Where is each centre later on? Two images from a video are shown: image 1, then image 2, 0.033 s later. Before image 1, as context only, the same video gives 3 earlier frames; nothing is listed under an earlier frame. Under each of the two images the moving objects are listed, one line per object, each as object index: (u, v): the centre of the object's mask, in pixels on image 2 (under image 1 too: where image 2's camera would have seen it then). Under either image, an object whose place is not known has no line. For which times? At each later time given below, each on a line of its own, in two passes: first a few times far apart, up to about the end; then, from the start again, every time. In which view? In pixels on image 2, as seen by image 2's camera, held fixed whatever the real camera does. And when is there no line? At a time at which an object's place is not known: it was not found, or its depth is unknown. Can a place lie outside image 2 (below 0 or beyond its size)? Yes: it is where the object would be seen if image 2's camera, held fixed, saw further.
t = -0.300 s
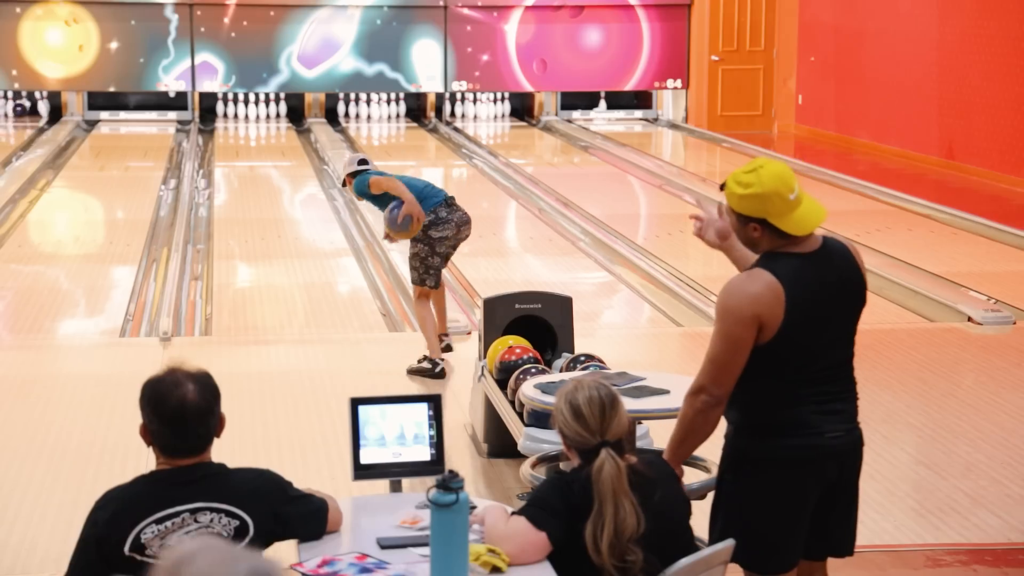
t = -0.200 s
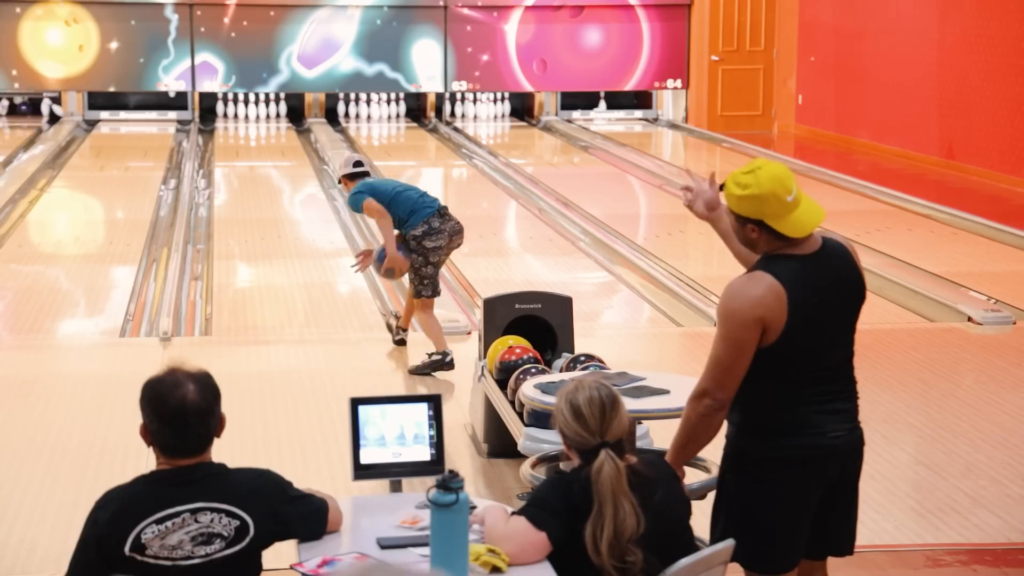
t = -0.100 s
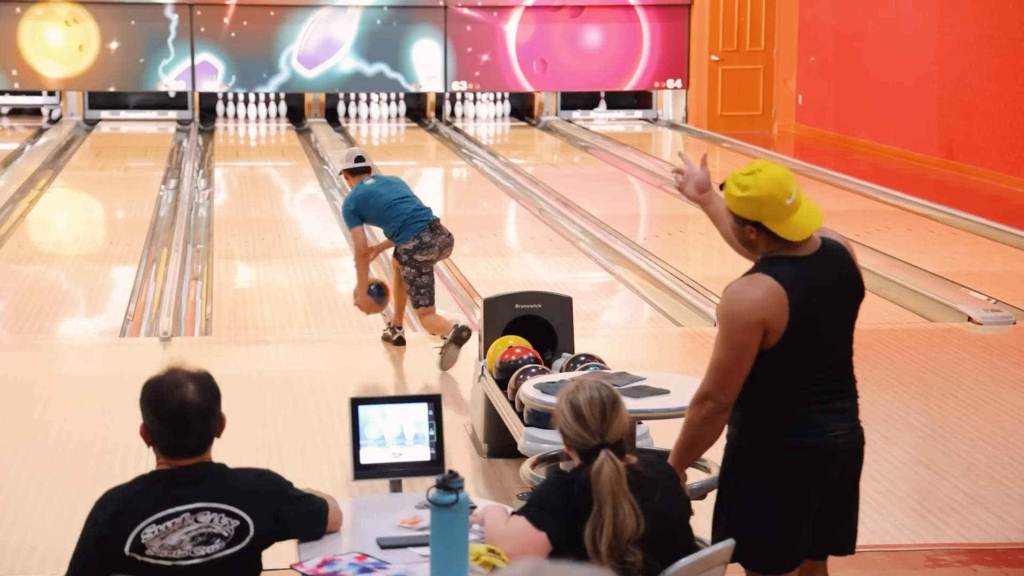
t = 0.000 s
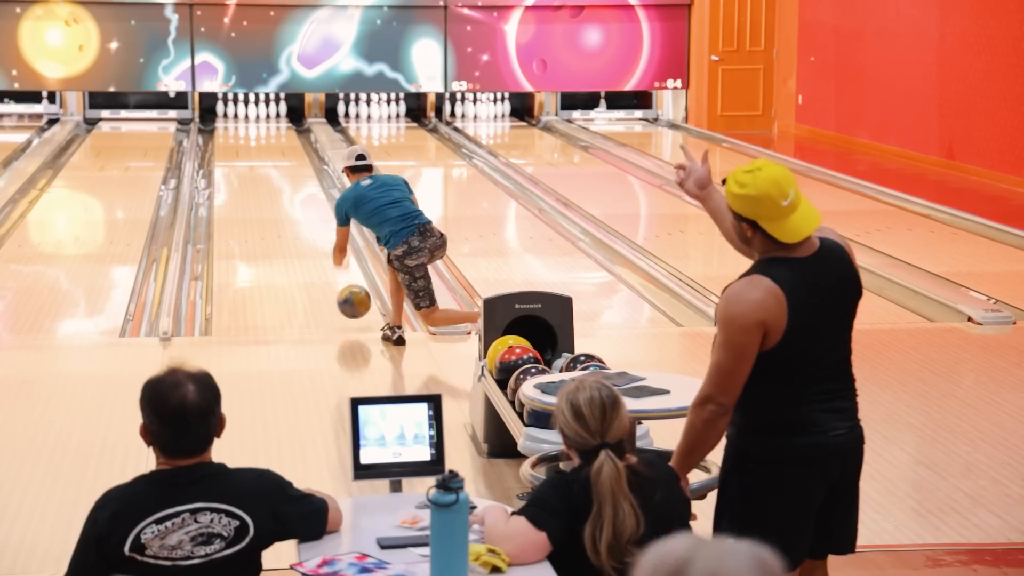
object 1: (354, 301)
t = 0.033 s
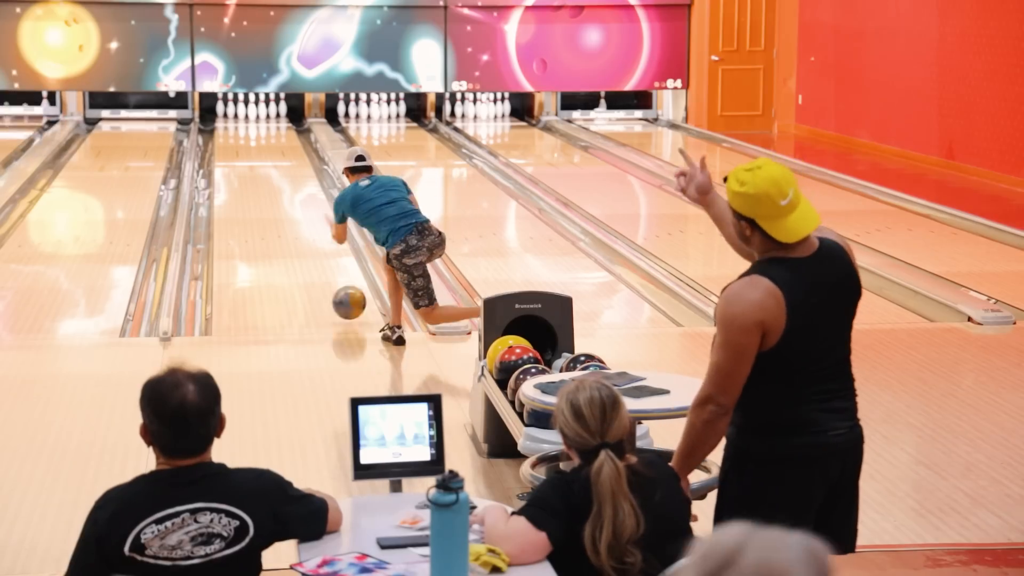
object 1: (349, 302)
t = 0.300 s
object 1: (316, 267)
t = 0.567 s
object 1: (291, 236)
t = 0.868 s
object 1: (271, 208)
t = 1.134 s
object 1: (257, 188)
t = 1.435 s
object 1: (244, 169)
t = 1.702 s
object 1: (235, 154)
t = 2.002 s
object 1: (230, 143)
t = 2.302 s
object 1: (230, 131)
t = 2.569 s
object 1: (238, 122)
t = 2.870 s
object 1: (250, 114)
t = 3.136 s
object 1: (260, 110)
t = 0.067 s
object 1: (344, 300)
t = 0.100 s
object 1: (340, 293)
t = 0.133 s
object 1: (336, 288)
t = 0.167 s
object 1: (332, 284)
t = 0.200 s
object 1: (327, 280)
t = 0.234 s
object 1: (323, 275)
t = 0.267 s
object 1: (320, 271)
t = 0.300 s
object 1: (316, 267)
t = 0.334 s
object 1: (313, 262)
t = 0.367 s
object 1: (310, 258)
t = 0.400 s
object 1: (306, 254)
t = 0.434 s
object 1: (303, 250)
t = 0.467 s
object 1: (300, 246)
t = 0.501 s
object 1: (297, 243)
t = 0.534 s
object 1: (294, 239)
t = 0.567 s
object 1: (291, 236)
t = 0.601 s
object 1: (289, 232)
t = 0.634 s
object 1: (287, 229)
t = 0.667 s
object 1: (284, 225)
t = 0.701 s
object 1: (282, 223)
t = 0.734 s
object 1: (279, 220)
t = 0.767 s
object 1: (277, 217)
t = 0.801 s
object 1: (275, 214)
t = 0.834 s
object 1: (273, 211)
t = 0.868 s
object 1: (271, 208)
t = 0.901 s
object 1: (269, 205)
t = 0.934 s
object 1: (267, 203)
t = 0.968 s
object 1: (265, 200)
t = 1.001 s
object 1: (263, 198)
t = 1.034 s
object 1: (261, 195)
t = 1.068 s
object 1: (260, 193)
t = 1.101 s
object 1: (258, 190)
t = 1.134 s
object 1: (257, 188)
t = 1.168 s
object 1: (255, 186)
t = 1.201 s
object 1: (253, 184)
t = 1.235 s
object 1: (252, 181)
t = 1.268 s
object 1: (250, 179)
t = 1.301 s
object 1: (249, 177)
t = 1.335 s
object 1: (248, 175)
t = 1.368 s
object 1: (246, 173)
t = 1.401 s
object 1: (245, 171)
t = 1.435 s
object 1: (244, 169)
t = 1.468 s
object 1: (243, 167)
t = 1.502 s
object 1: (241, 166)
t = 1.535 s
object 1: (240, 162)
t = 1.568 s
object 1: (239, 161)
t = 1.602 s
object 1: (238, 160)
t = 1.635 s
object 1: (237, 157)
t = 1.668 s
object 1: (236, 157)
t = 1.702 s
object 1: (235, 154)
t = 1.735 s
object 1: (234, 153)
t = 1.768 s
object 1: (233, 152)
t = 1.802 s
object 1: (232, 151)
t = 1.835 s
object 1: (232, 149)
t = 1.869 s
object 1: (231, 147)
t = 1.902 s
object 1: (230, 147)
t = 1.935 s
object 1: (230, 145)
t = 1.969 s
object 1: (229, 144)
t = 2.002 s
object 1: (230, 143)
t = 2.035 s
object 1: (229, 140)
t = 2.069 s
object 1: (228, 138)
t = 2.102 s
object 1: (228, 137)
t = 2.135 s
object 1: (228, 136)
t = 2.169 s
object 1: (228, 135)
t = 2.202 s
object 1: (229, 133)
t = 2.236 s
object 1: (229, 132)
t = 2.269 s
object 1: (229, 131)
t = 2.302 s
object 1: (230, 131)
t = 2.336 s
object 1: (230, 128)
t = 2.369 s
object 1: (231, 128)
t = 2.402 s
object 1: (232, 126)
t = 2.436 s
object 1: (234, 126)
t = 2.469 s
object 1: (234, 125)
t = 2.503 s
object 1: (235, 124)
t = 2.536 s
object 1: (236, 123)
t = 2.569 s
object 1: (238, 122)
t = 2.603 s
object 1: (239, 121)
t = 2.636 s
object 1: (241, 120)
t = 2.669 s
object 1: (241, 119)
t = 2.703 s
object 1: (243, 118)
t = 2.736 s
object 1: (245, 118)
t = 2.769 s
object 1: (245, 117)
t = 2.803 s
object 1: (247, 116)
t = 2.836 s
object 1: (249, 115)
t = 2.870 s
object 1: (250, 114)
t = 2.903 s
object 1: (250, 113)
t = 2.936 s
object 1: (251, 112)
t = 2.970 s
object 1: (251, 112)
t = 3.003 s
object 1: (253, 111)
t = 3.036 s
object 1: (254, 110)
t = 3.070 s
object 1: (255, 110)
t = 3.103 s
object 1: (258, 110)
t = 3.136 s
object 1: (260, 110)
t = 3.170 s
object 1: (261, 111)
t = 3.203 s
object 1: (262, 113)
